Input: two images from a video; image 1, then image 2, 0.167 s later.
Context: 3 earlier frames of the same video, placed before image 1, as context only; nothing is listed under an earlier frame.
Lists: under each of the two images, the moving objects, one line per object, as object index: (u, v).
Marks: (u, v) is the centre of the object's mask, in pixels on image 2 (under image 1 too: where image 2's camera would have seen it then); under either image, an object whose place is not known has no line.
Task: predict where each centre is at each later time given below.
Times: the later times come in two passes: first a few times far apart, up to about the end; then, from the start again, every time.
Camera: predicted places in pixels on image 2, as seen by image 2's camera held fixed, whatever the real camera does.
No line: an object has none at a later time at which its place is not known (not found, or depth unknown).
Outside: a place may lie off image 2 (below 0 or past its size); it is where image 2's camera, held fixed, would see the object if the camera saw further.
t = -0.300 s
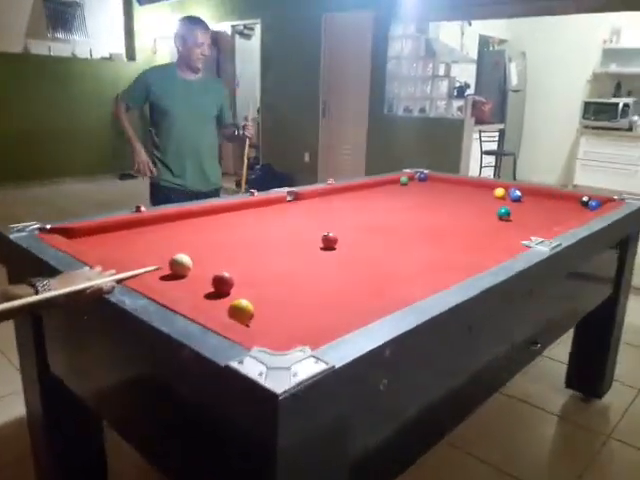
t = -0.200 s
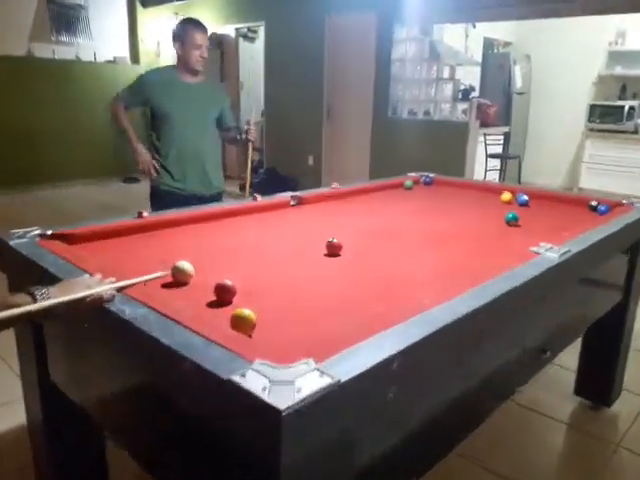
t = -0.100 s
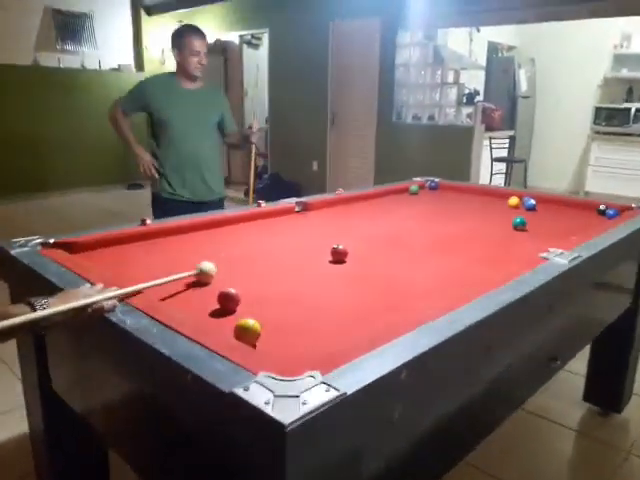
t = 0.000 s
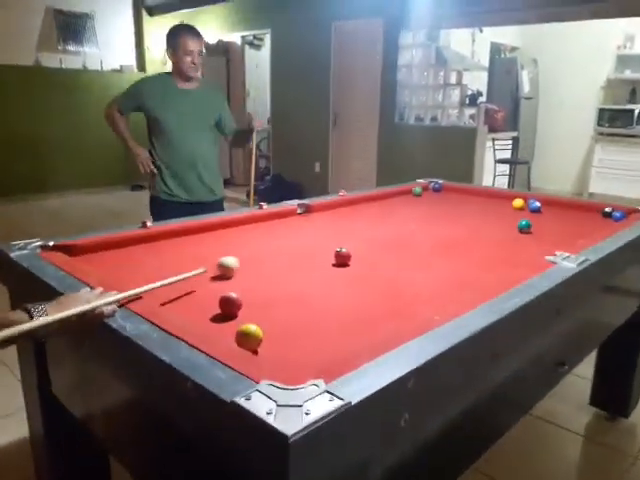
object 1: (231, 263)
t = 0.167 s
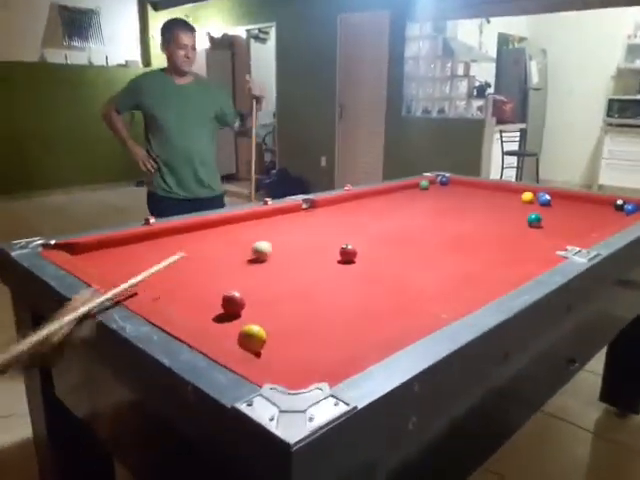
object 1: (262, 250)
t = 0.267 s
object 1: (277, 243)
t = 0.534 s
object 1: (312, 228)
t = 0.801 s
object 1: (338, 216)
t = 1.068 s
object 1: (359, 207)
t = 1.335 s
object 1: (377, 199)
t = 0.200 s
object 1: (267, 248)
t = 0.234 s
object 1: (272, 246)
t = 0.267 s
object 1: (277, 243)
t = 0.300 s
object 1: (282, 241)
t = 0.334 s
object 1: (287, 239)
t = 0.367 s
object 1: (291, 237)
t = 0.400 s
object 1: (295, 235)
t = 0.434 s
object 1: (300, 234)
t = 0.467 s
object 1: (304, 231)
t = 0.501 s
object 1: (308, 230)
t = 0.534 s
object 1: (312, 228)
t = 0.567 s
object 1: (315, 226)
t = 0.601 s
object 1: (319, 225)
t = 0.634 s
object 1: (322, 223)
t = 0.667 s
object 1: (326, 222)
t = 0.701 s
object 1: (329, 220)
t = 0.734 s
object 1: (332, 219)
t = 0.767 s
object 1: (335, 218)
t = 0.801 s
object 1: (338, 216)
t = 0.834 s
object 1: (341, 215)
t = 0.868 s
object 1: (344, 214)
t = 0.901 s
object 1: (347, 212)
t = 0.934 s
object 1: (349, 211)
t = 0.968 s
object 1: (352, 210)
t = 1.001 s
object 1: (355, 209)
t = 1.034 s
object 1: (357, 208)
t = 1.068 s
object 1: (359, 207)
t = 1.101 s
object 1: (362, 206)
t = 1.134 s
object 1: (364, 205)
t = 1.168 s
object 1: (366, 204)
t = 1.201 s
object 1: (368, 203)
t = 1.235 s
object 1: (370, 202)
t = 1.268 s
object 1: (372, 201)
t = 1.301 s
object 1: (375, 200)
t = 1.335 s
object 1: (377, 199)
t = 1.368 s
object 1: (379, 198)
